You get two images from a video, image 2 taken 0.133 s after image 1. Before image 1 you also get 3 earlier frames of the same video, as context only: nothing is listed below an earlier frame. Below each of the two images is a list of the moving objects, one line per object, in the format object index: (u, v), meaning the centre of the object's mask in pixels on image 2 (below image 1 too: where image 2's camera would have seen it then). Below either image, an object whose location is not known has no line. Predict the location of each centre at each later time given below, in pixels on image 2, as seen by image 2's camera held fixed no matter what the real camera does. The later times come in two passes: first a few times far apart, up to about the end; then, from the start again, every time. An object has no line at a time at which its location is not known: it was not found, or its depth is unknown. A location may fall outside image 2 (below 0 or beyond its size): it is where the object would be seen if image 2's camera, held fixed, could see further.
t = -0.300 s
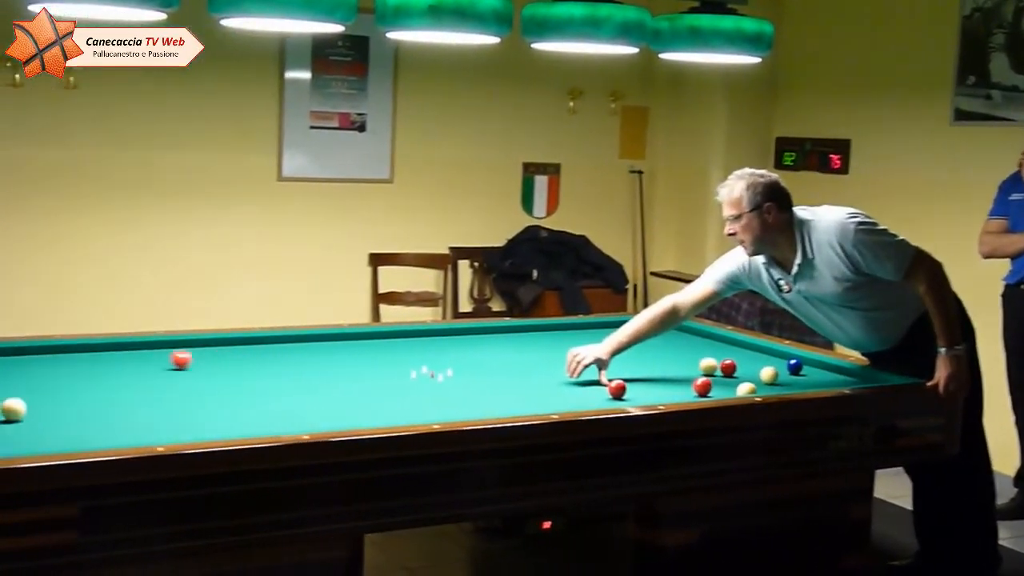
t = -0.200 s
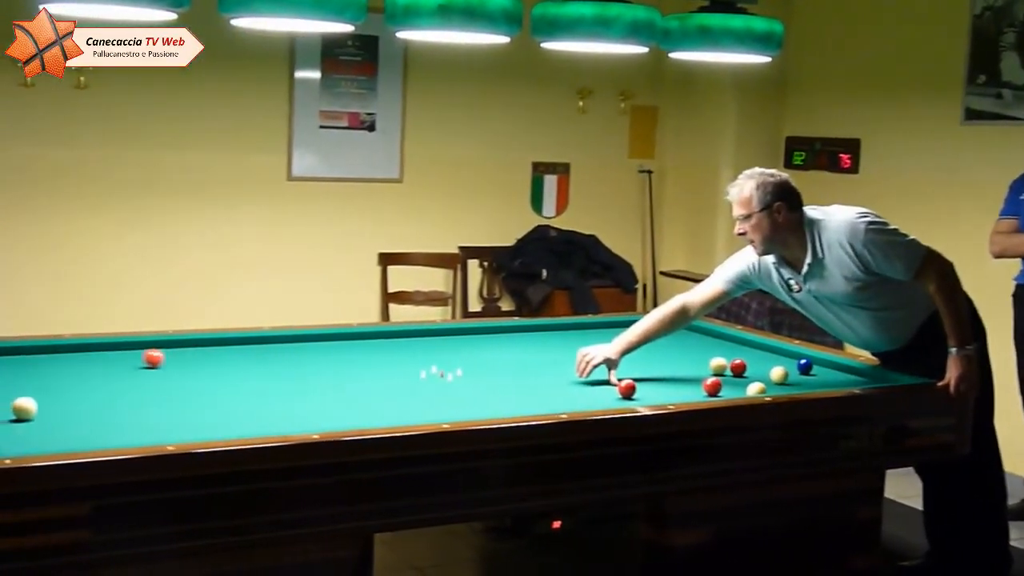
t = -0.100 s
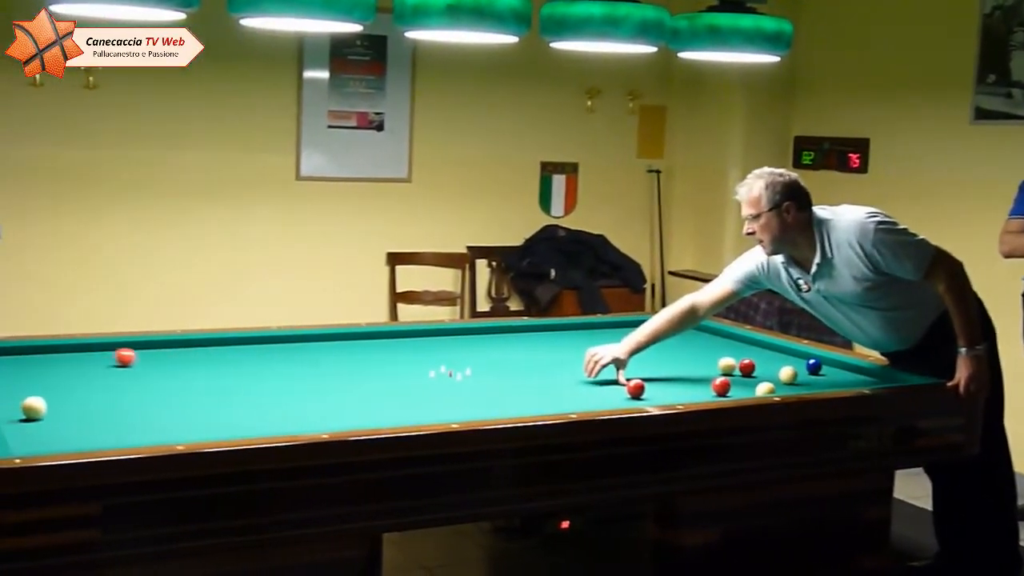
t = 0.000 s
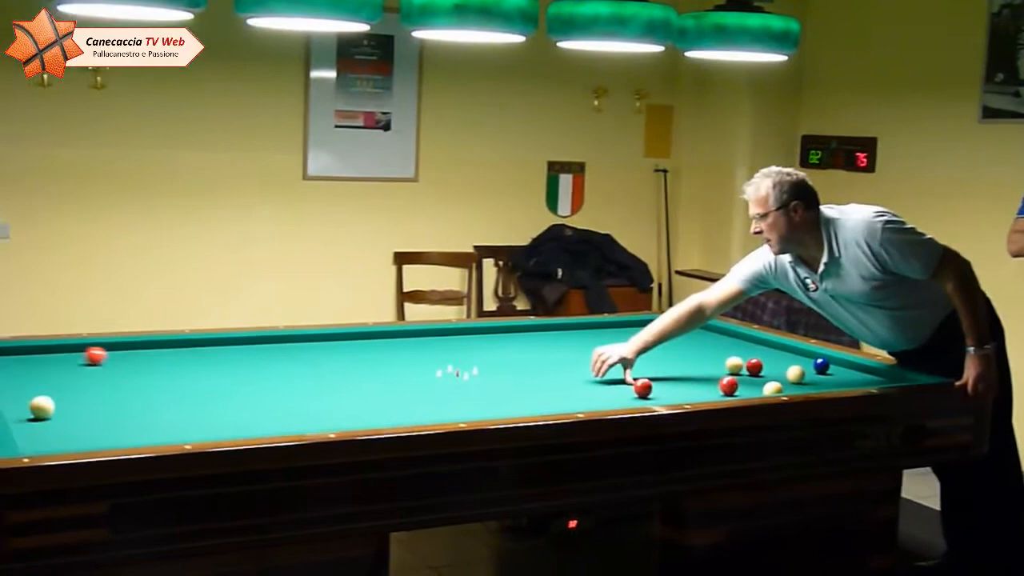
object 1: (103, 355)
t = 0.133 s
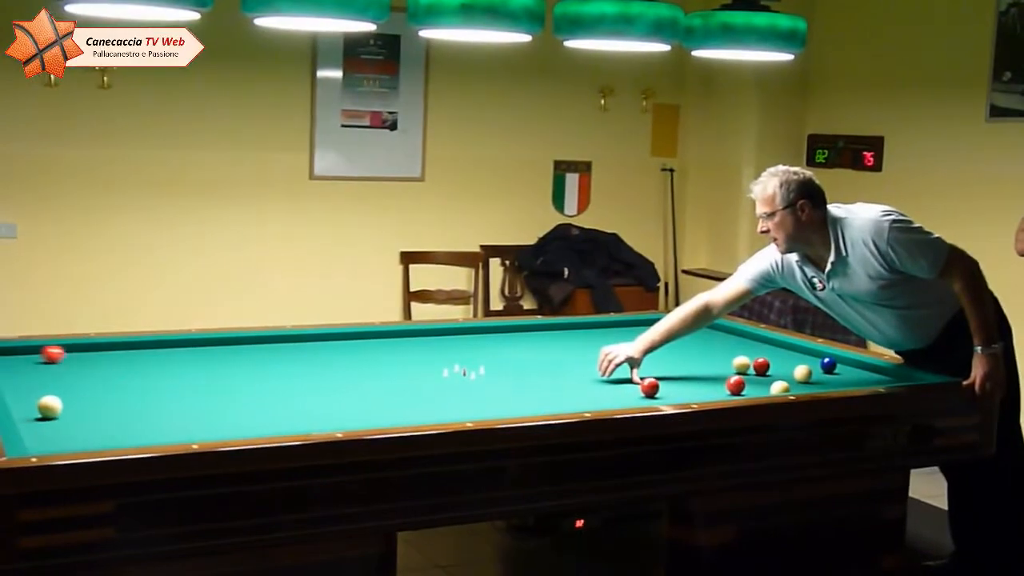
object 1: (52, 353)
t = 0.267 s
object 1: (5, 353)
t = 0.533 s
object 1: (54, 348)
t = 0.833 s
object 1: (105, 349)
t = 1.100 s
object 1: (147, 349)
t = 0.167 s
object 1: (40, 353)
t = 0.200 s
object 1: (28, 353)
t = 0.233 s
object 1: (15, 353)
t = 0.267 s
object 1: (5, 353)
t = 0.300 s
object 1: (2, 352)
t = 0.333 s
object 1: (6, 351)
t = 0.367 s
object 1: (14, 350)
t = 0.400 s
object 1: (23, 349)
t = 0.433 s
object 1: (31, 348)
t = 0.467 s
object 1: (39, 348)
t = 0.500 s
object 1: (47, 348)
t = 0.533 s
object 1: (54, 348)
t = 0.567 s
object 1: (60, 348)
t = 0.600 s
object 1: (66, 348)
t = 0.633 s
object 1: (72, 349)
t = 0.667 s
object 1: (78, 349)
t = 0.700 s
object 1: (83, 349)
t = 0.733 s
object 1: (89, 349)
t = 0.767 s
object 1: (94, 349)
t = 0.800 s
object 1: (100, 349)
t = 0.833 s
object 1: (105, 349)
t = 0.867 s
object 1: (110, 349)
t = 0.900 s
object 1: (115, 349)
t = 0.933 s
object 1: (120, 349)
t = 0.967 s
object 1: (126, 349)
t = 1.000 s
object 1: (131, 349)
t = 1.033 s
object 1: (136, 349)
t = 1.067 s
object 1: (142, 349)
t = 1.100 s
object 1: (147, 349)
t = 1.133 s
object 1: (152, 349)
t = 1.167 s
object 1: (158, 349)
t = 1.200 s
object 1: (163, 349)
